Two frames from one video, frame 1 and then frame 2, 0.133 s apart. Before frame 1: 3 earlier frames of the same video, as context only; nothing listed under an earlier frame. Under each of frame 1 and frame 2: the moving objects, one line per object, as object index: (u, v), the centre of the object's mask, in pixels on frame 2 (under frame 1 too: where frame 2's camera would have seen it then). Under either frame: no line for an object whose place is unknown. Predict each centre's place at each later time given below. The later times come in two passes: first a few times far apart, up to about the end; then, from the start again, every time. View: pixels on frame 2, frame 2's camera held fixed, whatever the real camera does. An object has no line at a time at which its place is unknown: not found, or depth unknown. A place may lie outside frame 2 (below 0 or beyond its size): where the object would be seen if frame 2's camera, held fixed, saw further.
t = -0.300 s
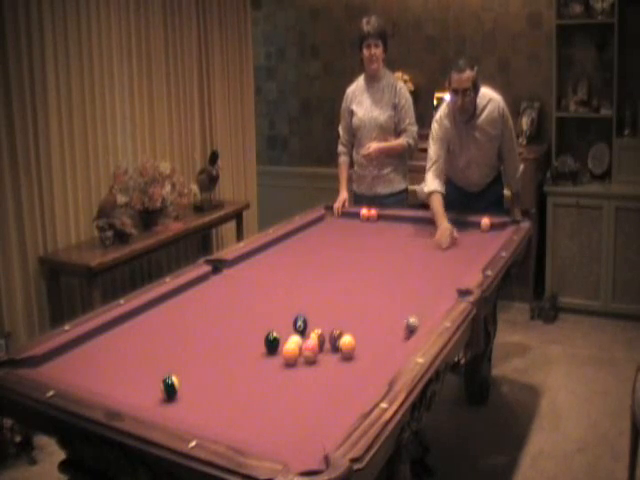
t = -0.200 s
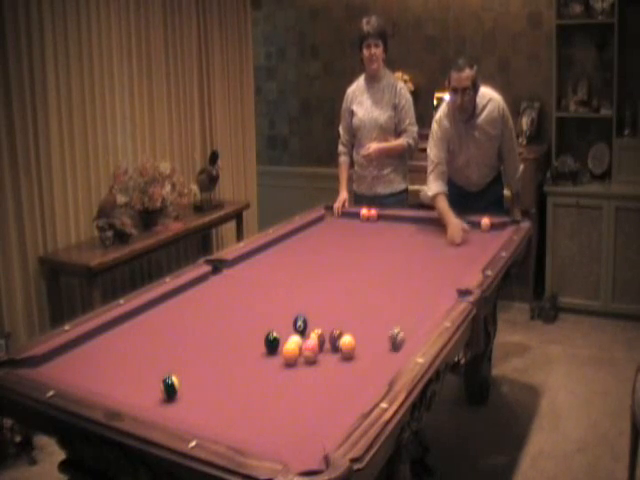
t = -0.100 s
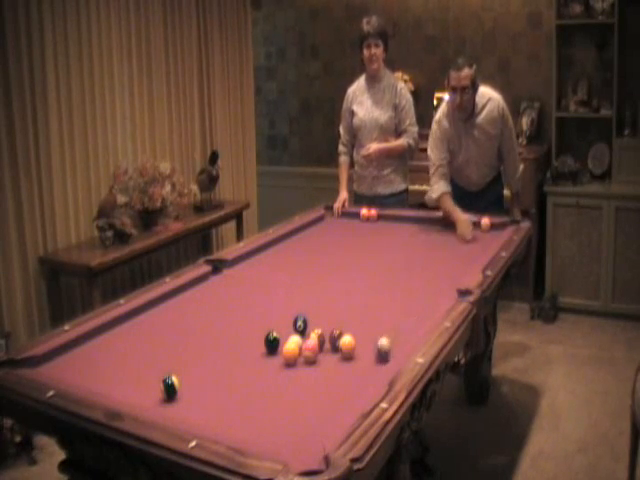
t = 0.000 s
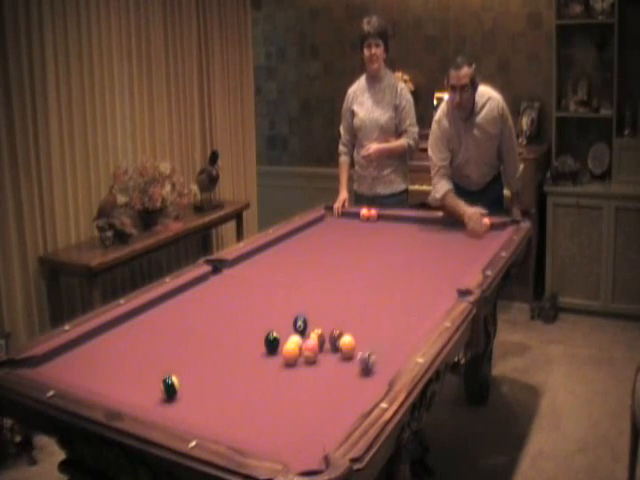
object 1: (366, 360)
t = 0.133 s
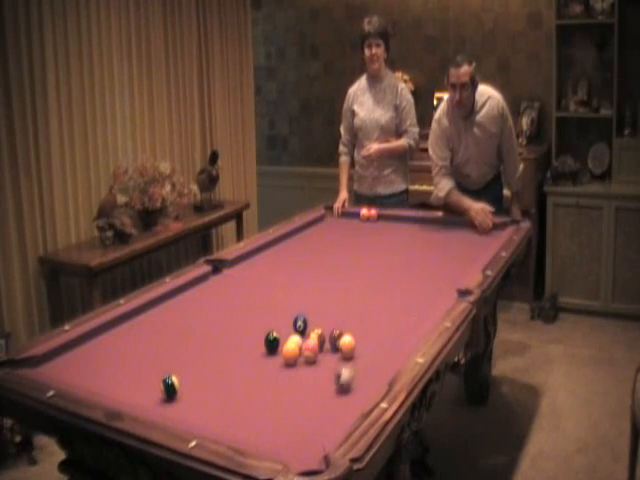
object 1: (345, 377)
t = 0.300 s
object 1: (313, 401)
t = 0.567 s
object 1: (263, 433)
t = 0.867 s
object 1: (281, 406)
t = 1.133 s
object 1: (293, 385)
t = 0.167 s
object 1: (337, 383)
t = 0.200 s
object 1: (331, 387)
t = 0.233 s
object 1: (326, 390)
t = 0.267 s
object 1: (320, 394)
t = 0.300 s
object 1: (313, 401)
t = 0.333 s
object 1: (306, 407)
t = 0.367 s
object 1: (298, 412)
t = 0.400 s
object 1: (292, 416)
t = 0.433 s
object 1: (286, 420)
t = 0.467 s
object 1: (278, 426)
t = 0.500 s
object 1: (271, 431)
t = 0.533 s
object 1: (261, 432)
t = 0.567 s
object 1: (263, 433)
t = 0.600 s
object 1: (266, 430)
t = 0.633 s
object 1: (269, 427)
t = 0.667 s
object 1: (271, 423)
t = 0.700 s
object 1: (272, 421)
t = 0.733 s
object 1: (274, 418)
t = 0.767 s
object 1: (276, 415)
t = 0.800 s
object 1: (277, 412)
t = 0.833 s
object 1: (279, 409)
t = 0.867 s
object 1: (281, 406)
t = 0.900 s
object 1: (283, 404)
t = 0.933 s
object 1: (285, 401)
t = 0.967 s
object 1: (287, 398)
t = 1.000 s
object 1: (288, 395)
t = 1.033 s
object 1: (289, 392)
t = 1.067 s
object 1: (291, 390)
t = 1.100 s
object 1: (292, 388)
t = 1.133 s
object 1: (293, 385)
